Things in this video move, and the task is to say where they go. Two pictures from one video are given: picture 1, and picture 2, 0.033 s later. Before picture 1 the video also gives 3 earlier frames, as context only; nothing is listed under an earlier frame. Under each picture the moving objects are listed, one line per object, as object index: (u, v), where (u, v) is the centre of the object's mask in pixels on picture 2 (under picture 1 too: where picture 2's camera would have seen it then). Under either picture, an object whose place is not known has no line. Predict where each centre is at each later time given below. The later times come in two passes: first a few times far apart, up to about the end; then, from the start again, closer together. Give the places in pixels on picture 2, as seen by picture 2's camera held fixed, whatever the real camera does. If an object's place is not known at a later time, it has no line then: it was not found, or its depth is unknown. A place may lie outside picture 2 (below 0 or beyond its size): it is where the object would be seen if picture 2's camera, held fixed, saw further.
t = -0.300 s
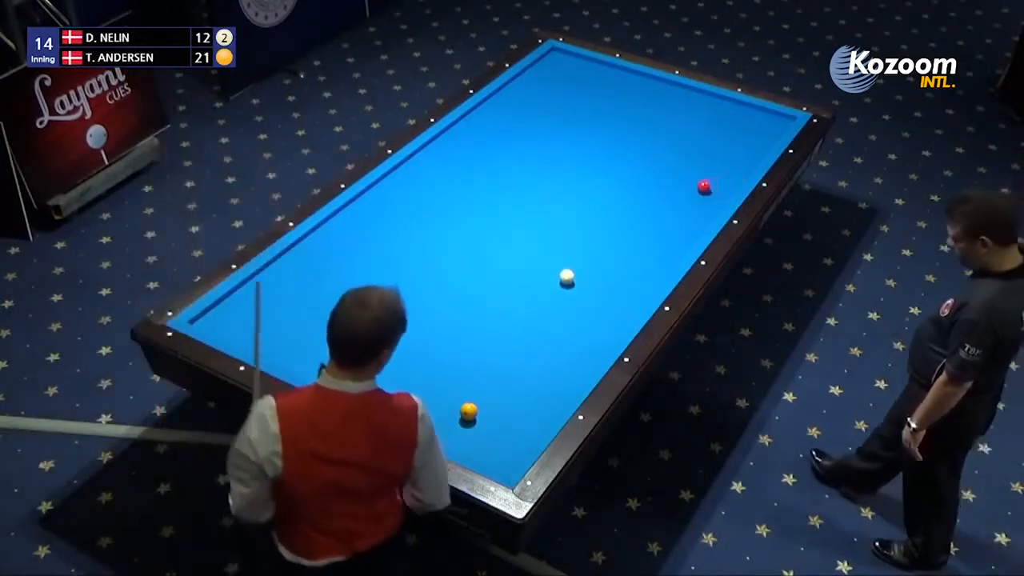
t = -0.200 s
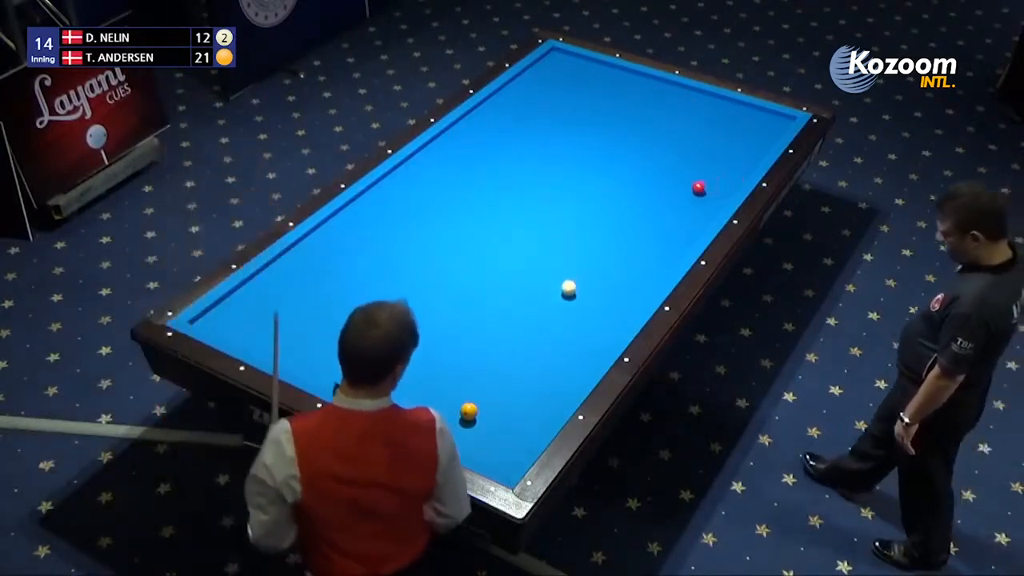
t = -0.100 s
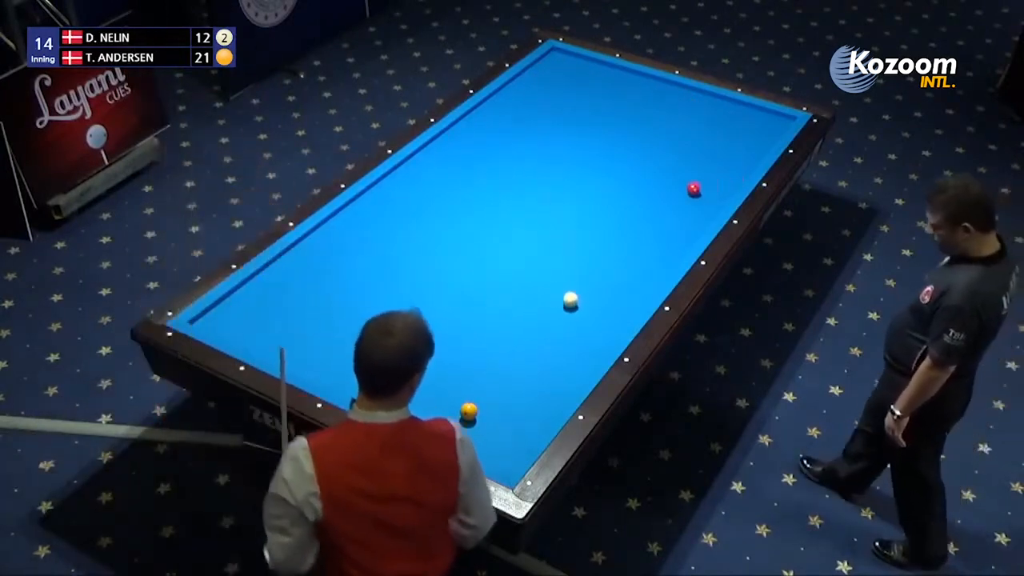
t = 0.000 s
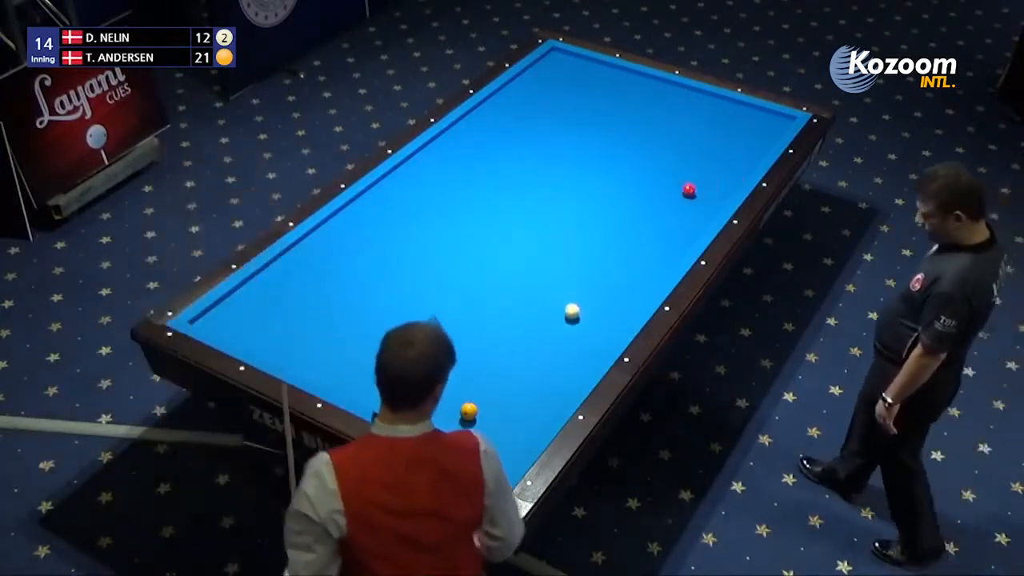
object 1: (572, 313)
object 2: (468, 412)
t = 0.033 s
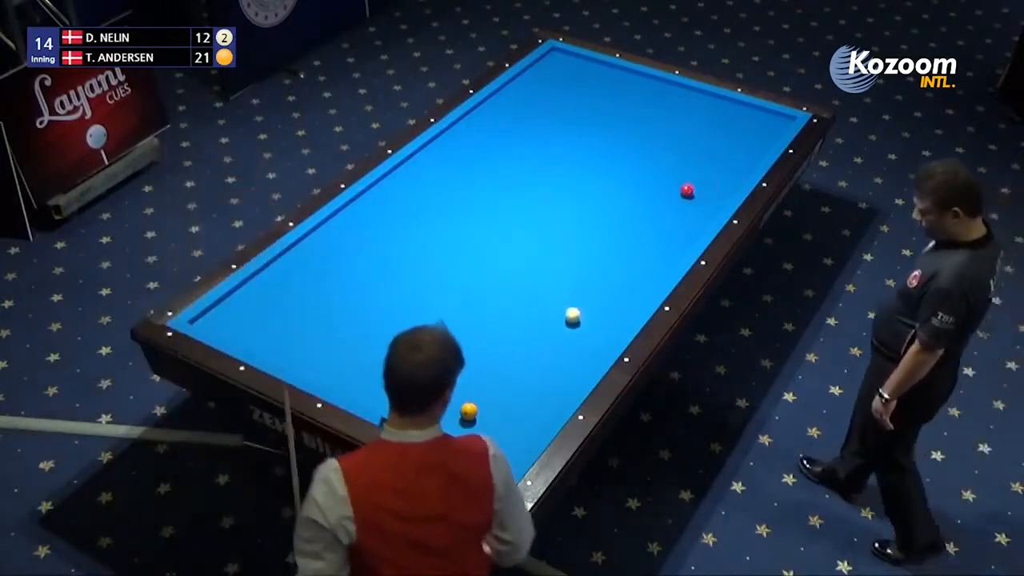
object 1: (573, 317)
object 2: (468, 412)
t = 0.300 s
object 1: (577, 350)
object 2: (467, 411)
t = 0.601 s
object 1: (568, 380)
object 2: (469, 411)
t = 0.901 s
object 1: (537, 392)
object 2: (468, 411)
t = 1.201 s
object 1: (505, 407)
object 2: (468, 412)
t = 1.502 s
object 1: (480, 423)
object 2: (464, 411)
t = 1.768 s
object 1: (465, 439)
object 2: (453, 408)
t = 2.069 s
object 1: (467, 439)
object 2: (443, 406)
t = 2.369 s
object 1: (477, 429)
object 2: (433, 405)
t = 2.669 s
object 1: (486, 421)
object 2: (424, 403)
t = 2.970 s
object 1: (494, 413)
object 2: (417, 402)
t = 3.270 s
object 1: (501, 407)
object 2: (411, 400)
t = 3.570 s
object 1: (507, 401)
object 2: (406, 399)
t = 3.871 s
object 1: (512, 395)
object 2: (403, 398)
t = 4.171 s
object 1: (517, 391)
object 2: (400, 397)
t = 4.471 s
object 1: (521, 387)
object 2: (398, 397)
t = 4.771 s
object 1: (524, 383)
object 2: (397, 396)
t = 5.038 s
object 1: (526, 381)
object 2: (397, 396)
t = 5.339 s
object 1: (528, 379)
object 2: (397, 396)
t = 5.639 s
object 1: (529, 377)
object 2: (397, 397)
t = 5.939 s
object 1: (530, 376)
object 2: (397, 397)
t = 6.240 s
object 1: (530, 376)
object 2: (397, 397)
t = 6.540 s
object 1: (530, 376)
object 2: (397, 397)
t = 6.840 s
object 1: (530, 376)
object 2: (397, 397)
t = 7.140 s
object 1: (530, 376)
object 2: (397, 397)
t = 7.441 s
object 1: (530, 376)
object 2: (397, 397)
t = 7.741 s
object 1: (530, 376)
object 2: (397, 397)
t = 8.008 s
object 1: (530, 376)
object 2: (397, 397)
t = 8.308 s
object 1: (530, 376)
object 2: (397, 397)
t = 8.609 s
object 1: (530, 376)
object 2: (397, 396)
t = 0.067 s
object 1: (573, 321)
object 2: (468, 412)
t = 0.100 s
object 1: (574, 325)
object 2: (471, 413)
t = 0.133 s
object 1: (574, 329)
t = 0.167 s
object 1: (575, 334)
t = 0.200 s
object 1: (575, 338)
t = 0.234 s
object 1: (576, 342)
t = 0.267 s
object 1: (577, 346)
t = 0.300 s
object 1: (577, 350)
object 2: (467, 411)
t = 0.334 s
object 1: (578, 354)
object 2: (469, 411)
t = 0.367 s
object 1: (579, 359)
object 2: (469, 411)
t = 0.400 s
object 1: (579, 363)
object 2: (469, 411)
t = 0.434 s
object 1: (580, 366)
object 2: (469, 412)
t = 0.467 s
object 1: (581, 365)
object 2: (469, 411)
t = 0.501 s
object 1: (579, 368)
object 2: (469, 411)
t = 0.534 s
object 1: (574, 370)
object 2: (469, 411)
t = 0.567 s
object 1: (571, 377)
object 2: (469, 411)
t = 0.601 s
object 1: (568, 380)
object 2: (469, 411)
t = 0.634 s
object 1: (565, 379)
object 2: (469, 411)
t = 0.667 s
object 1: (561, 380)
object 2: (469, 411)
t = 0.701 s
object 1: (558, 382)
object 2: (469, 411)
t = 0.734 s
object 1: (554, 383)
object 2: (469, 411)
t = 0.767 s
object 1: (551, 386)
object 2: (469, 411)
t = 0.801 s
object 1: (547, 387)
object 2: (468, 411)
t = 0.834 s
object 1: (544, 389)
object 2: (468, 411)
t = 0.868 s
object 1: (540, 390)
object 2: (468, 411)
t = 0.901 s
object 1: (537, 392)
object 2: (468, 411)
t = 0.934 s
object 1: (533, 394)
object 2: (468, 411)
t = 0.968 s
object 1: (530, 396)
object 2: (468, 411)
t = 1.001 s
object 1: (526, 397)
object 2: (469, 411)
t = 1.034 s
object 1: (522, 399)
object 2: (468, 411)
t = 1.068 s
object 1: (519, 401)
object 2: (468, 411)
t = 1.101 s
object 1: (516, 402)
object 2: (468, 411)
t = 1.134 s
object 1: (512, 404)
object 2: (468, 411)
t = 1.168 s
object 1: (509, 405)
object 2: (468, 411)
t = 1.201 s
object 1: (505, 407)
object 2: (468, 412)
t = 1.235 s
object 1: (502, 409)
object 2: (468, 412)
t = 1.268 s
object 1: (498, 411)
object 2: (468, 412)
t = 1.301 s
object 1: (495, 412)
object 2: (468, 411)
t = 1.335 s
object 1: (491, 414)
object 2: (468, 412)
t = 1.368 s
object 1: (488, 415)
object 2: (468, 412)
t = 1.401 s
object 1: (485, 417)
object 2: (468, 412)
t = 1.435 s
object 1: (483, 419)
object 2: (467, 411)
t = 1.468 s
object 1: (481, 421)
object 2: (465, 411)
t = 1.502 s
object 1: (480, 423)
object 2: (464, 411)
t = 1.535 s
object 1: (477, 425)
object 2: (463, 410)
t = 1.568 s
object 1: (476, 427)
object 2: (461, 410)
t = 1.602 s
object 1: (474, 429)
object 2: (460, 410)
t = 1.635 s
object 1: (472, 431)
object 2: (459, 409)
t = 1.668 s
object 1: (470, 433)
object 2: (457, 409)
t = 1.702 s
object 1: (469, 435)
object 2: (456, 409)
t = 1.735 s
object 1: (467, 437)
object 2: (455, 409)
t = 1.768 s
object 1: (465, 439)
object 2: (453, 408)
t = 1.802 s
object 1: (463, 441)
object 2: (452, 408)
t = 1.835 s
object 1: (462, 442)
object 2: (451, 408)
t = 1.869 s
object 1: (460, 444)
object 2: (450, 408)
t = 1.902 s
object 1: (461, 443)
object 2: (448, 408)
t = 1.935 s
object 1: (462, 442)
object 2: (448, 407)
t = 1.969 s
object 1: (463, 441)
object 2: (446, 407)
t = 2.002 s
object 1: (464, 441)
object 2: (445, 407)
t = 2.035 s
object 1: (466, 440)
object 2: (444, 406)
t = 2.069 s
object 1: (467, 439)
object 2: (443, 406)
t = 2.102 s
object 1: (468, 438)
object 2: (442, 406)
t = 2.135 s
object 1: (469, 436)
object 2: (441, 406)
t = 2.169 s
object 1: (470, 436)
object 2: (440, 406)
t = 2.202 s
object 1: (471, 434)
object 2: (438, 406)
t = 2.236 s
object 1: (472, 433)
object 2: (437, 405)
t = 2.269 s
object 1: (473, 432)
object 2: (436, 405)
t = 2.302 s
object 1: (475, 431)
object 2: (435, 405)
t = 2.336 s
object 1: (476, 430)
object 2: (434, 405)
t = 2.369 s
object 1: (477, 429)
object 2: (433, 405)
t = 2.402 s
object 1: (478, 428)
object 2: (432, 404)
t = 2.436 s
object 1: (479, 427)
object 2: (431, 404)
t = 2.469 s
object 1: (480, 426)
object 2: (430, 404)
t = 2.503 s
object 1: (481, 425)
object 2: (429, 404)
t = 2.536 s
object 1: (482, 424)
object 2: (428, 404)
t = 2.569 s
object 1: (483, 424)
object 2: (427, 404)
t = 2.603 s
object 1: (484, 423)
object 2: (426, 403)
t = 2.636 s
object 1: (485, 422)
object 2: (425, 403)
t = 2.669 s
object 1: (486, 421)
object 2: (424, 403)
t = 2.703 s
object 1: (487, 420)
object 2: (424, 403)
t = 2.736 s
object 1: (488, 419)
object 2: (423, 403)
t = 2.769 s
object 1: (488, 418)
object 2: (422, 402)
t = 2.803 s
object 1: (489, 418)
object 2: (421, 402)
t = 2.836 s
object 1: (490, 417)
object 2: (420, 402)
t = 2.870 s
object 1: (491, 416)
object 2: (420, 402)
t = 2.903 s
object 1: (492, 415)
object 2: (419, 402)
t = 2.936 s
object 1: (493, 414)
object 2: (418, 402)
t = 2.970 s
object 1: (494, 413)
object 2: (417, 402)
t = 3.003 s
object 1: (494, 413)
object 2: (416, 401)
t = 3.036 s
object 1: (495, 412)
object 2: (416, 401)
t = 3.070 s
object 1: (496, 411)
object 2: (415, 401)
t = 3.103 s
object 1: (497, 410)
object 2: (414, 401)
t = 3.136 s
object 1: (498, 409)
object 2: (414, 401)
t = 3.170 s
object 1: (499, 409)
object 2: (413, 401)
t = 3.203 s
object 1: (499, 408)
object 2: (412, 400)
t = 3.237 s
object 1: (500, 407)
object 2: (412, 400)
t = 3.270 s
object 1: (501, 407)
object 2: (411, 400)
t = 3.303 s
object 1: (502, 406)
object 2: (410, 400)
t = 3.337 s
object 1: (502, 405)
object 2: (410, 400)
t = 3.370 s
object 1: (503, 405)
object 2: (409, 400)
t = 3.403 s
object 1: (504, 404)
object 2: (409, 400)
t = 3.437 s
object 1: (505, 403)
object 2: (408, 400)
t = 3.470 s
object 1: (505, 402)
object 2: (408, 399)
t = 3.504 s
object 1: (506, 402)
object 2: (407, 399)
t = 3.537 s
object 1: (507, 401)
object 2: (407, 399)
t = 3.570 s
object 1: (507, 401)
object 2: (406, 399)
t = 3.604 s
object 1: (508, 400)
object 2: (406, 399)
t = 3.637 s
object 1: (509, 399)
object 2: (405, 399)
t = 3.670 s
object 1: (509, 399)
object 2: (405, 399)
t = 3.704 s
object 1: (510, 398)
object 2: (404, 398)
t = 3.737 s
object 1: (510, 397)
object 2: (404, 398)
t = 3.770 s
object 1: (511, 397)
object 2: (404, 398)
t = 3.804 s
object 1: (511, 396)
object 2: (404, 398)
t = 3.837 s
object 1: (512, 396)
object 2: (403, 398)
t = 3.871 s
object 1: (512, 395)
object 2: (403, 398)
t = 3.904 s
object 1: (513, 395)
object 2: (402, 398)
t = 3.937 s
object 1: (514, 394)
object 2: (402, 398)
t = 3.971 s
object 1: (514, 394)
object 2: (401, 398)
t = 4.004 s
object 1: (515, 393)
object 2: (401, 398)
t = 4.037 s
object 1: (515, 393)
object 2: (401, 398)
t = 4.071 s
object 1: (516, 392)
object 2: (400, 398)
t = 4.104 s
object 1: (516, 392)
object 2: (400, 397)
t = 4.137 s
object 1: (517, 391)
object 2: (400, 397)
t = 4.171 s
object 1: (517, 391)
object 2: (400, 397)
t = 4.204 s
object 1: (518, 390)
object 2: (399, 397)
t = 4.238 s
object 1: (518, 390)
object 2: (399, 397)
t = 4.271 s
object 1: (519, 389)
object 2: (399, 397)
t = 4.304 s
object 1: (519, 389)
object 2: (399, 397)
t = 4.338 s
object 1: (519, 388)
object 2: (399, 397)
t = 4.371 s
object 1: (519, 388)
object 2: (398, 397)
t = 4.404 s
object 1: (520, 387)
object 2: (398, 397)
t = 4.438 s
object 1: (520, 387)
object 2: (398, 397)
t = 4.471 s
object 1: (521, 387)
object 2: (398, 397)
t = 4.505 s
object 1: (521, 386)
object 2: (398, 397)
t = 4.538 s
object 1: (521, 386)
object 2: (398, 397)
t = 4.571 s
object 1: (522, 385)
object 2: (398, 396)
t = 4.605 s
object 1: (522, 385)
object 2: (398, 396)
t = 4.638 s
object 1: (522, 385)
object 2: (397, 396)
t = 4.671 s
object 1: (523, 384)
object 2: (397, 396)
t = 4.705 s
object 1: (523, 384)
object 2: (397, 396)
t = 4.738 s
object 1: (523, 384)
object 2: (397, 396)
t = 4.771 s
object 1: (524, 383)
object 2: (397, 396)
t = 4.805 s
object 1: (524, 383)
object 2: (397, 396)
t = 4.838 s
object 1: (524, 383)
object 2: (397, 396)
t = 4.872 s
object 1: (524, 382)
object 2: (397, 396)
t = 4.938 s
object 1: (525, 382)
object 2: (397, 396)
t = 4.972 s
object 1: (525, 381)
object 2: (397, 396)
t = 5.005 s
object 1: (525, 381)
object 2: (397, 396)
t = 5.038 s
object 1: (526, 381)
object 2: (397, 396)
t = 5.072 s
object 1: (526, 381)
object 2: (397, 396)
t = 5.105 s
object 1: (526, 380)
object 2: (397, 396)
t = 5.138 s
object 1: (526, 380)
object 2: (397, 396)
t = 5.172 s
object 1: (527, 380)
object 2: (397, 396)
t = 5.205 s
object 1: (527, 380)
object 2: (397, 396)
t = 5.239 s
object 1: (527, 380)
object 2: (397, 396)
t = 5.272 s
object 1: (527, 379)
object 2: (397, 396)
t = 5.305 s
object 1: (528, 379)
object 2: (397, 396)
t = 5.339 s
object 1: (528, 379)
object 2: (397, 396)
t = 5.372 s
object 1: (528, 379)
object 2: (397, 396)
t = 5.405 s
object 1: (528, 379)
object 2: (397, 396)
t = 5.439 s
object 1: (528, 378)
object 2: (397, 396)
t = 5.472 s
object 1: (528, 378)
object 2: (397, 396)
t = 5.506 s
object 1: (529, 378)
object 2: (397, 396)
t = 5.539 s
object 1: (529, 378)
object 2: (397, 396)
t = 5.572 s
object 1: (529, 378)
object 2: (397, 396)
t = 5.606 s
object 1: (529, 377)
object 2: (397, 397)
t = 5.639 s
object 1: (529, 377)
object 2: (397, 397)
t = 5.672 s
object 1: (529, 377)
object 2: (397, 397)
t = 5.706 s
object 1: (529, 377)
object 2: (397, 397)
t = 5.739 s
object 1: (529, 377)
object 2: (397, 397)
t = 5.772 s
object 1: (529, 377)
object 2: (397, 397)
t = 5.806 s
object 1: (530, 377)
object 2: (397, 397)
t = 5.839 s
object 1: (530, 376)
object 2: (397, 397)
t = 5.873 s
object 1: (530, 376)
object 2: (397, 397)
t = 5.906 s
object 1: (530, 376)
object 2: (397, 397)
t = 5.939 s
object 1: (530, 376)
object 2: (397, 397)
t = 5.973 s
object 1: (530, 376)
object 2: (397, 397)
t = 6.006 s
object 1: (530, 376)
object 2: (397, 397)
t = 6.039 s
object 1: (530, 376)
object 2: (397, 397)
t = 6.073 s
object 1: (530, 376)
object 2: (397, 397)
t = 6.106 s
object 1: (530, 376)
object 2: (397, 397)
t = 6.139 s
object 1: (530, 376)
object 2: (397, 397)
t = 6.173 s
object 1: (530, 376)
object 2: (397, 397)
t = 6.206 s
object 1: (530, 376)
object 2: (397, 397)
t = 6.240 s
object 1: (530, 376)
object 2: (397, 397)
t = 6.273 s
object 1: (530, 376)
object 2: (397, 397)
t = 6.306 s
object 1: (530, 376)
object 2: (397, 397)
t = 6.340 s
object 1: (530, 376)
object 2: (397, 397)
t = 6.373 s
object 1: (530, 376)
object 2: (397, 397)
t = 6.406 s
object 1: (530, 376)
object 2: (397, 397)
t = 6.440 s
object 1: (530, 376)
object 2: (397, 397)
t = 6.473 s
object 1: (530, 376)
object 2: (397, 397)
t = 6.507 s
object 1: (530, 376)
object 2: (397, 397)
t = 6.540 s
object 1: (530, 376)
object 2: (397, 397)
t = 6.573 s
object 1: (530, 376)
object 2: (397, 397)
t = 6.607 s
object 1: (530, 376)
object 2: (397, 397)
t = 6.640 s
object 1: (530, 376)
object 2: (397, 397)
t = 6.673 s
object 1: (530, 376)
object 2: (397, 397)
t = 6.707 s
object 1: (530, 376)
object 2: (397, 397)
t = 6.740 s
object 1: (530, 376)
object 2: (397, 397)
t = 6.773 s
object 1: (530, 376)
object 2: (397, 397)
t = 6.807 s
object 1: (530, 376)
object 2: (397, 397)
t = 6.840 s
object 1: (530, 376)
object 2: (397, 397)
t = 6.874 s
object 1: (530, 376)
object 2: (397, 397)
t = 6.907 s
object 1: (530, 376)
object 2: (397, 397)
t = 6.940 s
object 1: (530, 376)
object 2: (397, 397)
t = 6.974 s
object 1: (530, 376)
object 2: (397, 397)
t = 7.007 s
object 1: (530, 376)
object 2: (397, 397)
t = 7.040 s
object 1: (530, 376)
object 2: (397, 397)
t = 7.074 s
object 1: (530, 376)
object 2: (397, 397)
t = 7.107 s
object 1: (530, 376)
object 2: (397, 397)
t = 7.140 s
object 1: (530, 376)
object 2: (397, 397)
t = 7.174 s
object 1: (530, 376)
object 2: (397, 397)
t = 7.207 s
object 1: (530, 376)
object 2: (397, 397)
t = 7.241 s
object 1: (530, 376)
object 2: (397, 397)
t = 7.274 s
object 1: (530, 376)
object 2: (397, 397)
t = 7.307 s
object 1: (530, 376)
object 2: (397, 397)
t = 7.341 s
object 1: (530, 376)
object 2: (397, 397)
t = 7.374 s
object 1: (530, 376)
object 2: (397, 397)
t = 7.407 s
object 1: (530, 376)
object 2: (397, 397)
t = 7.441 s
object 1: (530, 376)
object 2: (397, 397)
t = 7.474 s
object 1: (530, 376)
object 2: (397, 397)
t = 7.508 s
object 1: (530, 376)
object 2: (397, 397)
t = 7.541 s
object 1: (530, 376)
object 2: (397, 397)
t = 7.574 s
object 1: (530, 376)
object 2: (397, 397)
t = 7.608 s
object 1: (530, 376)
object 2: (397, 397)
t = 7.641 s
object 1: (530, 376)
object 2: (397, 397)
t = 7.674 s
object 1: (530, 376)
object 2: (397, 397)
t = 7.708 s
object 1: (530, 376)
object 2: (397, 397)
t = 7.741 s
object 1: (530, 376)
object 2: (397, 397)
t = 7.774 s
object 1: (530, 376)
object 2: (397, 397)
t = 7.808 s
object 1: (530, 376)
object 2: (397, 397)
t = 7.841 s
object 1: (530, 376)
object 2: (397, 397)
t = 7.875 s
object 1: (530, 376)
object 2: (397, 397)
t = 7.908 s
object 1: (530, 376)
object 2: (397, 397)
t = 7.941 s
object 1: (530, 376)
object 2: (397, 397)
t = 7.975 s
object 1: (530, 376)
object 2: (397, 397)
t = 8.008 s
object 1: (530, 376)
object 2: (397, 397)
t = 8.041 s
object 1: (530, 376)
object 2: (397, 397)
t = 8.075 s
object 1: (530, 376)
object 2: (397, 397)
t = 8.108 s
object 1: (530, 376)
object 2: (397, 397)
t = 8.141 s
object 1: (530, 376)
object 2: (397, 397)
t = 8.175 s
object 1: (530, 376)
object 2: (397, 397)
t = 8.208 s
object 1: (530, 376)
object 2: (397, 397)
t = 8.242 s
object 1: (530, 376)
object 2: (397, 397)
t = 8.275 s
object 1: (530, 376)
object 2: (397, 397)
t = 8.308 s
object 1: (530, 376)
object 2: (397, 397)
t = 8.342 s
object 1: (530, 376)
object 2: (397, 396)
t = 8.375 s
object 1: (530, 376)
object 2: (397, 396)
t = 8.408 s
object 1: (530, 376)
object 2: (397, 396)
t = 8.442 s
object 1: (530, 376)
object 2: (397, 396)
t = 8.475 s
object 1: (530, 376)
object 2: (397, 396)
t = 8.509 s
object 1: (530, 376)
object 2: (397, 396)
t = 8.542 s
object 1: (530, 376)
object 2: (397, 396)
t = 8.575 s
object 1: (530, 376)
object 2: (397, 396)
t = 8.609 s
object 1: (530, 376)
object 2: (397, 396)
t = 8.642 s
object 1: (530, 376)
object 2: (397, 396)
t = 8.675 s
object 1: (530, 376)
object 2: (397, 396)
